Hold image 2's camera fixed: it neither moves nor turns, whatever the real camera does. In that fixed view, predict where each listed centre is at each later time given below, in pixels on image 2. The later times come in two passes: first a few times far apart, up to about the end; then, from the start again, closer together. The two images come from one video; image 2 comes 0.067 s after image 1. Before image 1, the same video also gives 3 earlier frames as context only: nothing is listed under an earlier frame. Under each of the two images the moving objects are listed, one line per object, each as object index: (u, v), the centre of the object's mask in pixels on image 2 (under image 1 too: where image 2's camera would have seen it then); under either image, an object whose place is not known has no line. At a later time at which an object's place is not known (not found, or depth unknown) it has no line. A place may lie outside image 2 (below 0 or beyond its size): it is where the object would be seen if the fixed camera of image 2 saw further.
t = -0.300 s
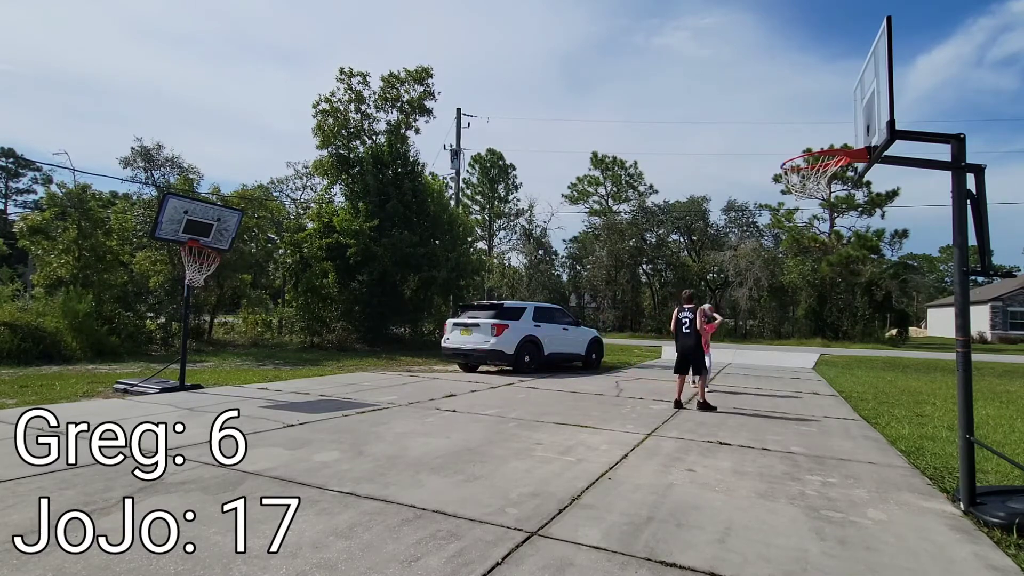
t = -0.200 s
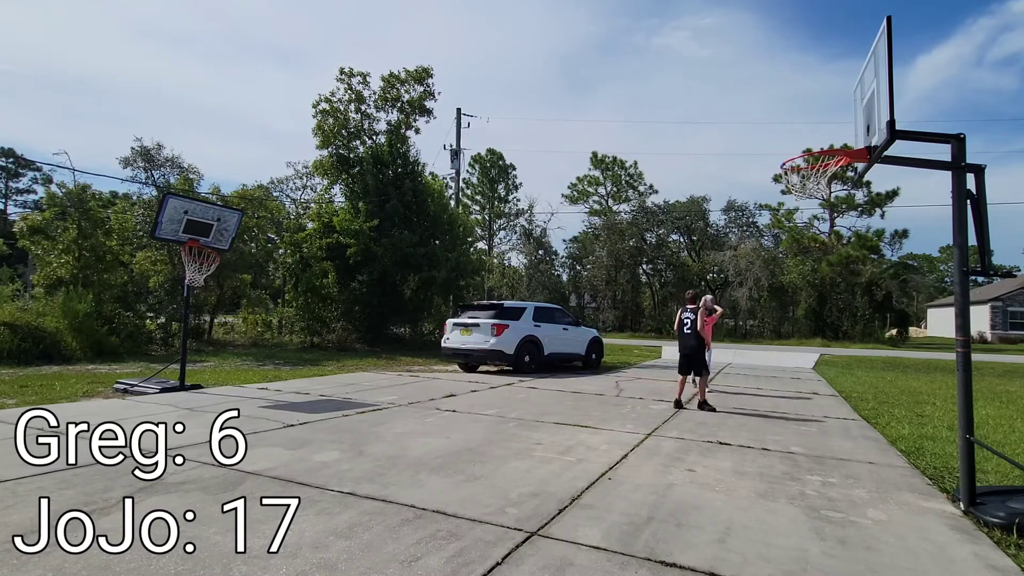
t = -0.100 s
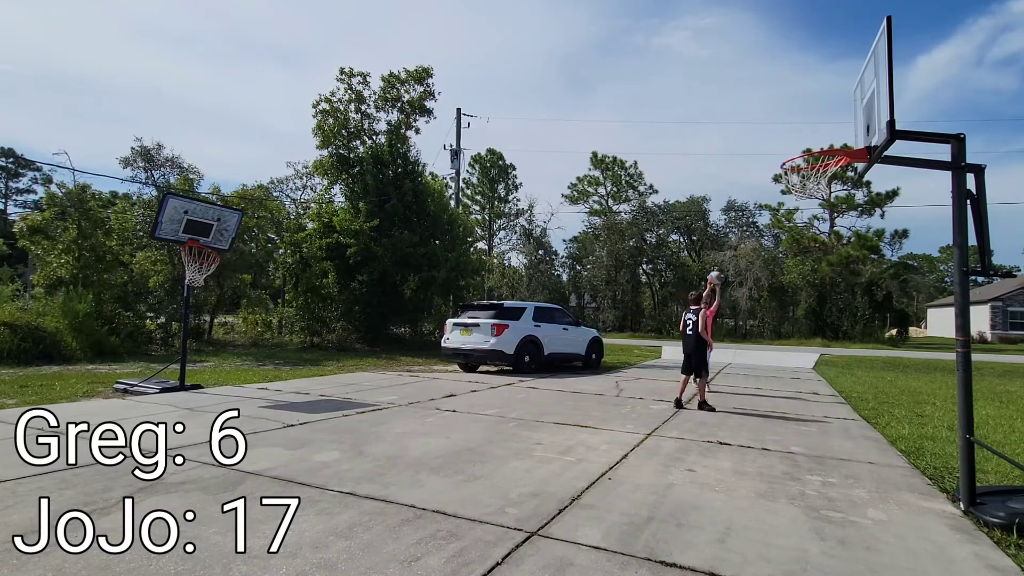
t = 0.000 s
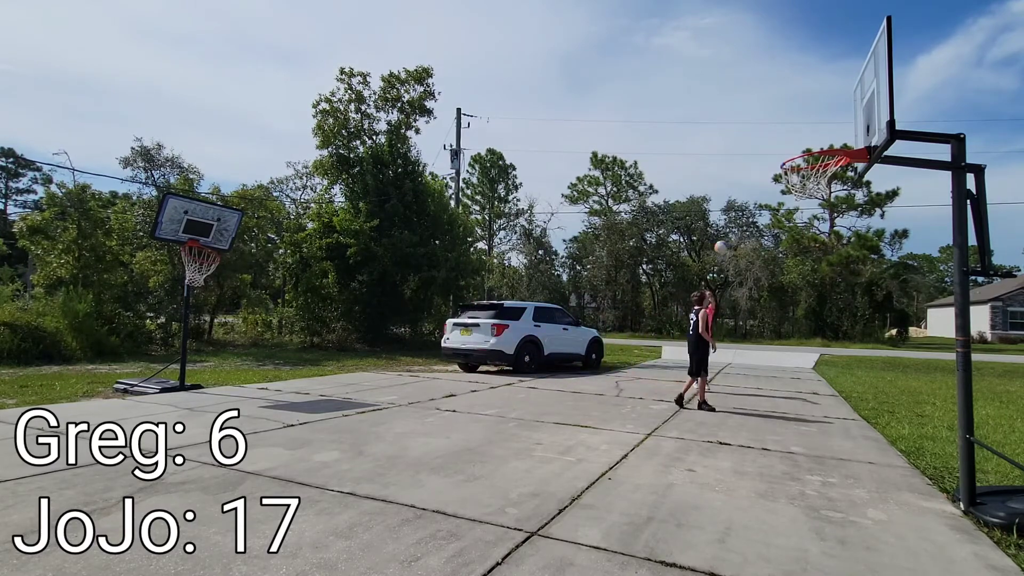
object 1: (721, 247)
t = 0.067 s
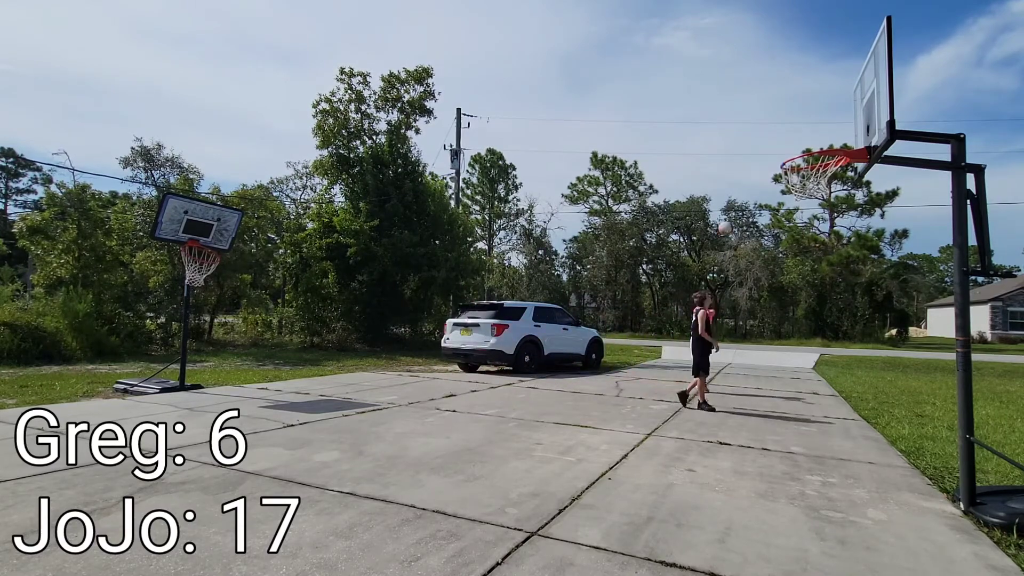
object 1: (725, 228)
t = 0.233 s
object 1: (738, 185)
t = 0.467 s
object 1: (760, 138)
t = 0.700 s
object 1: (787, 122)
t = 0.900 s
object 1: (814, 148)
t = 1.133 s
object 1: (773, 172)
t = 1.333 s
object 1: (748, 221)
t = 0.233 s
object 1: (738, 185)
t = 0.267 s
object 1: (741, 177)
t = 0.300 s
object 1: (744, 169)
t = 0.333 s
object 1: (747, 162)
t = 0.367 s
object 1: (750, 155)
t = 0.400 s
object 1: (753, 149)
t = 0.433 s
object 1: (756, 144)
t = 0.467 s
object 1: (760, 138)
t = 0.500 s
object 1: (763, 133)
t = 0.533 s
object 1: (766, 129)
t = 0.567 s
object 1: (771, 127)
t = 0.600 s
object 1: (775, 124)
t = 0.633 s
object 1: (778, 122)
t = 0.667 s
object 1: (783, 122)
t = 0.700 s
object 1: (787, 122)
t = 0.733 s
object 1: (792, 124)
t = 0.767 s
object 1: (797, 126)
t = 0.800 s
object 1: (803, 130)
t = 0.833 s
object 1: (809, 137)
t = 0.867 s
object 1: (815, 142)
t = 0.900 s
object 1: (814, 148)
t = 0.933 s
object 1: (808, 146)
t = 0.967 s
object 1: (801, 150)
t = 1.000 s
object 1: (794, 148)
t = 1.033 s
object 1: (787, 152)
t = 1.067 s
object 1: (780, 158)
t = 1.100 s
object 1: (776, 166)
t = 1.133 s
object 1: (773, 172)
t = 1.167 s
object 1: (770, 179)
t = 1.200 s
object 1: (765, 187)
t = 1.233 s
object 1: (761, 195)
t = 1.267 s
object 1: (756, 203)
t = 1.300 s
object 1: (752, 212)
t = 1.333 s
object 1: (748, 221)
